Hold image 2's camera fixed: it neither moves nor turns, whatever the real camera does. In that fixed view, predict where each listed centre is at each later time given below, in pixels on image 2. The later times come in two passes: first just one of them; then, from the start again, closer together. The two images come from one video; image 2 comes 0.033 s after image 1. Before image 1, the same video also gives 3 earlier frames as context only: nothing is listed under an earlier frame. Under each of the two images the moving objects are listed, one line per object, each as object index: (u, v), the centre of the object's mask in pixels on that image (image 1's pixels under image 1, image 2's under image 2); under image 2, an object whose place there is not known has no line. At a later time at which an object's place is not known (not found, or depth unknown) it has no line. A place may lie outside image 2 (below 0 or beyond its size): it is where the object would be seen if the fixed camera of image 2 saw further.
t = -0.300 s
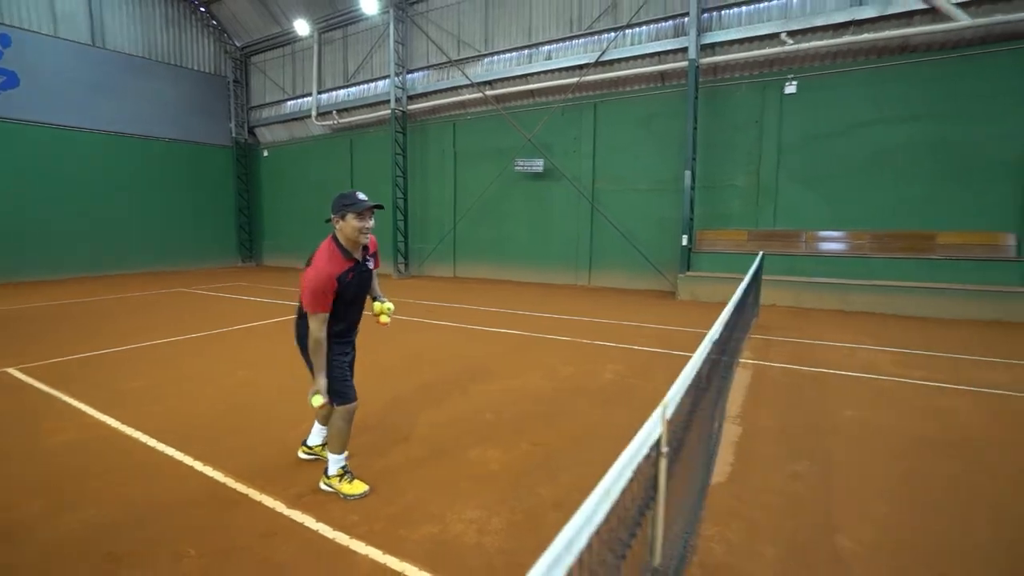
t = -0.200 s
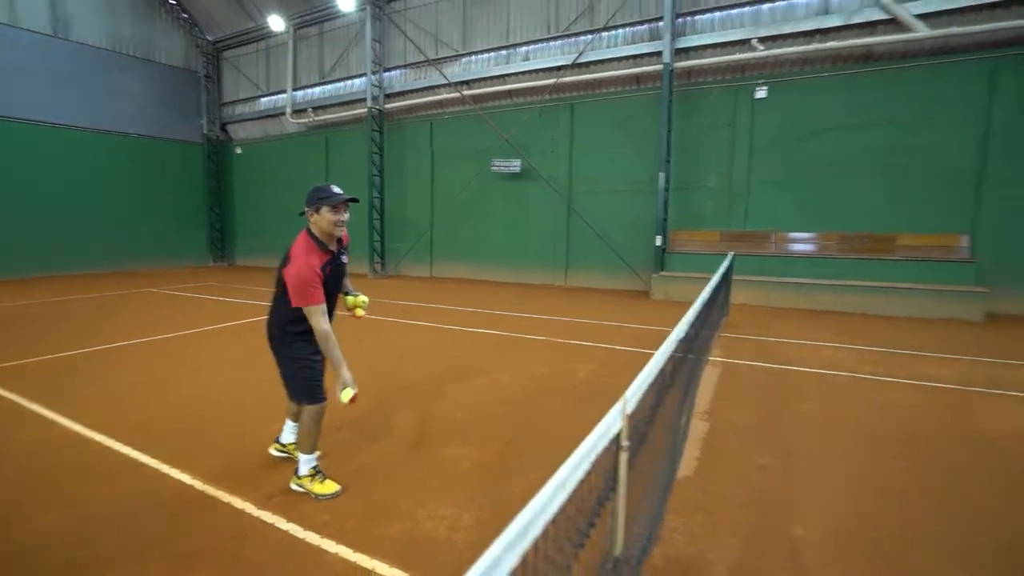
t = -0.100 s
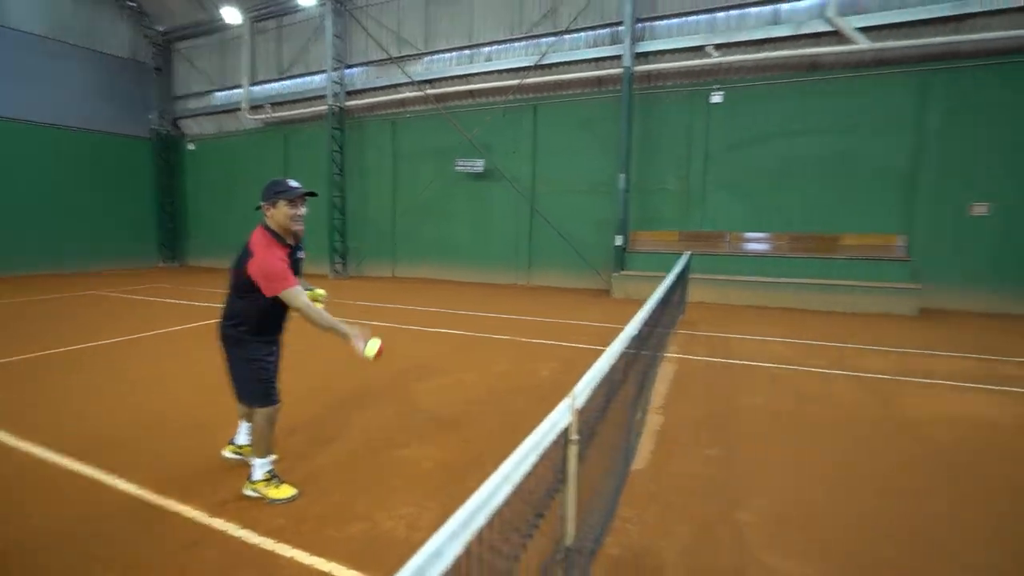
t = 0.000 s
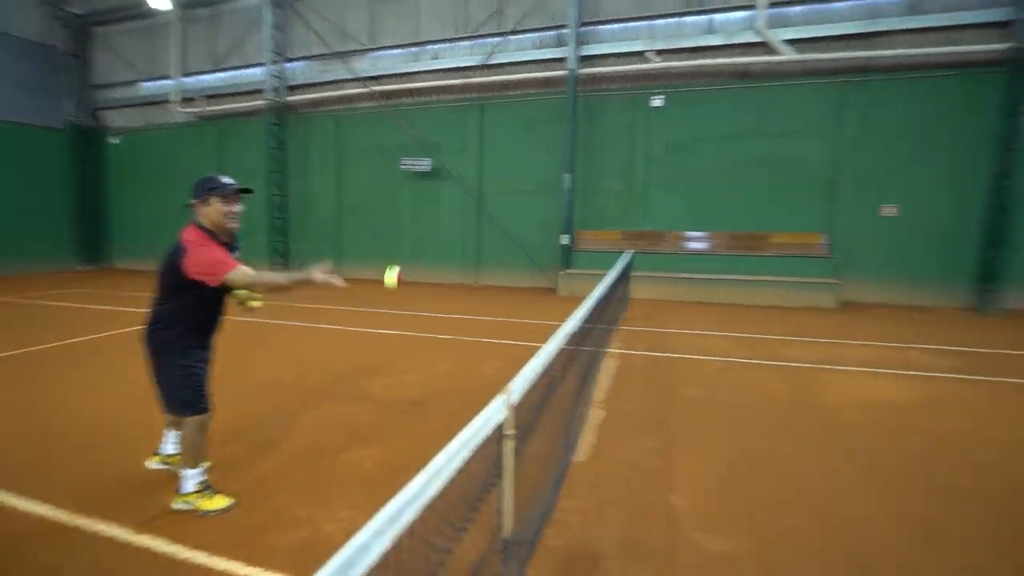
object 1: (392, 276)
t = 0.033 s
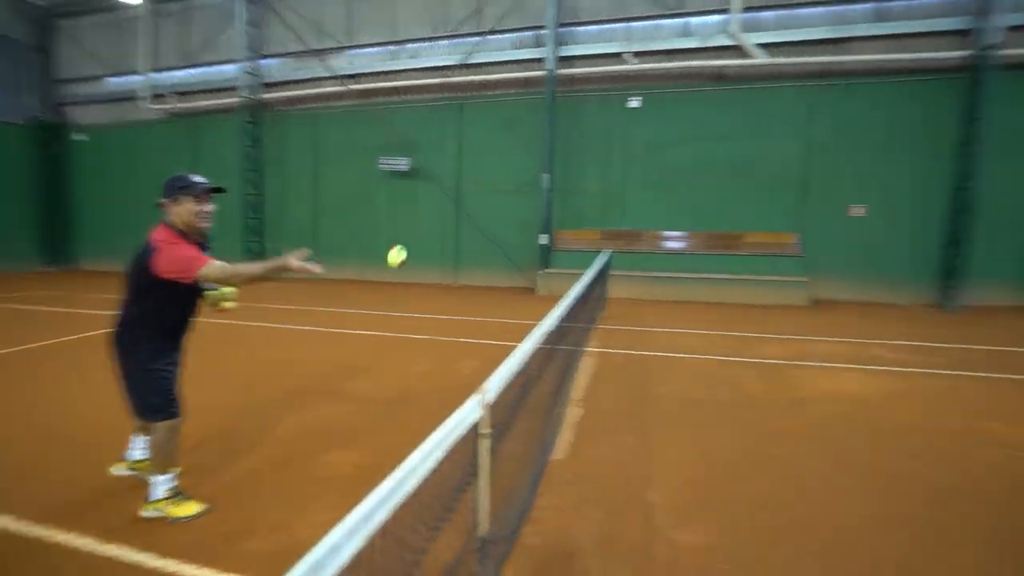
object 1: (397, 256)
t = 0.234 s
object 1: (554, 188)
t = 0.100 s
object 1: (448, 222)
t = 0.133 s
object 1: (475, 210)
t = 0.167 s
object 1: (501, 200)
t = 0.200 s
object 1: (528, 193)
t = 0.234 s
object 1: (554, 188)
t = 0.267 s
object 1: (580, 187)
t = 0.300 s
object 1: (606, 188)
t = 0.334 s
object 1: (632, 192)
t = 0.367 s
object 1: (657, 198)
